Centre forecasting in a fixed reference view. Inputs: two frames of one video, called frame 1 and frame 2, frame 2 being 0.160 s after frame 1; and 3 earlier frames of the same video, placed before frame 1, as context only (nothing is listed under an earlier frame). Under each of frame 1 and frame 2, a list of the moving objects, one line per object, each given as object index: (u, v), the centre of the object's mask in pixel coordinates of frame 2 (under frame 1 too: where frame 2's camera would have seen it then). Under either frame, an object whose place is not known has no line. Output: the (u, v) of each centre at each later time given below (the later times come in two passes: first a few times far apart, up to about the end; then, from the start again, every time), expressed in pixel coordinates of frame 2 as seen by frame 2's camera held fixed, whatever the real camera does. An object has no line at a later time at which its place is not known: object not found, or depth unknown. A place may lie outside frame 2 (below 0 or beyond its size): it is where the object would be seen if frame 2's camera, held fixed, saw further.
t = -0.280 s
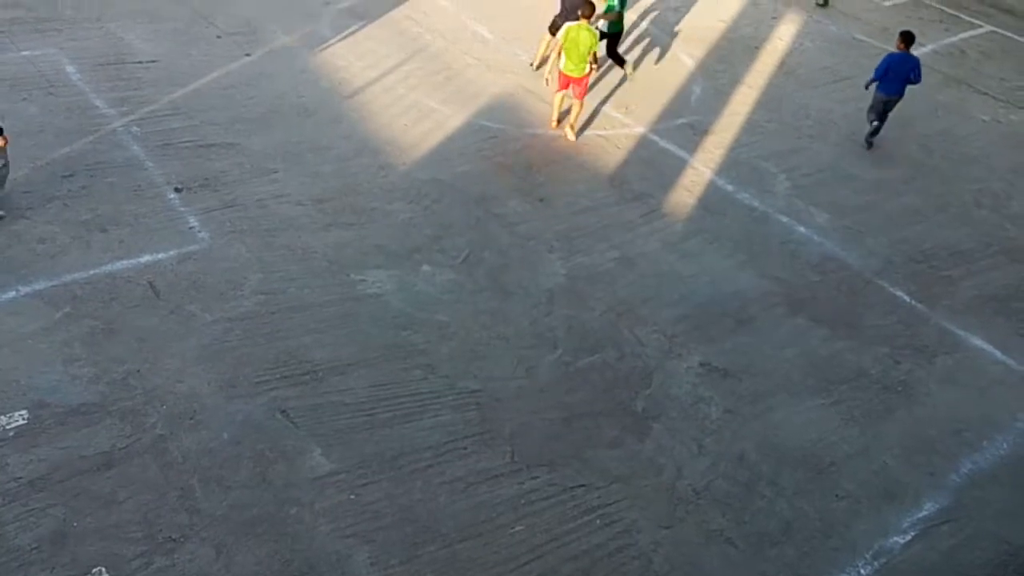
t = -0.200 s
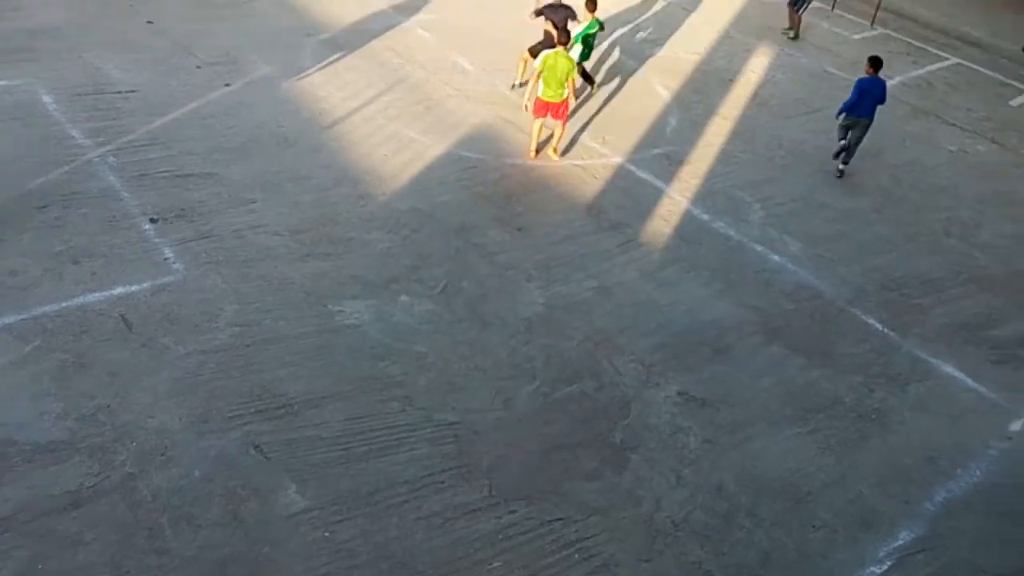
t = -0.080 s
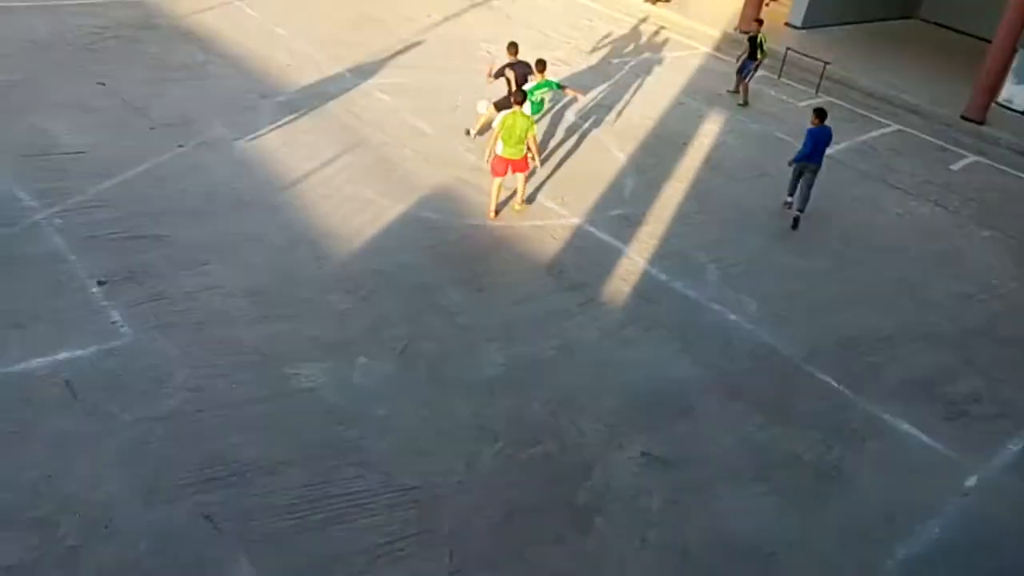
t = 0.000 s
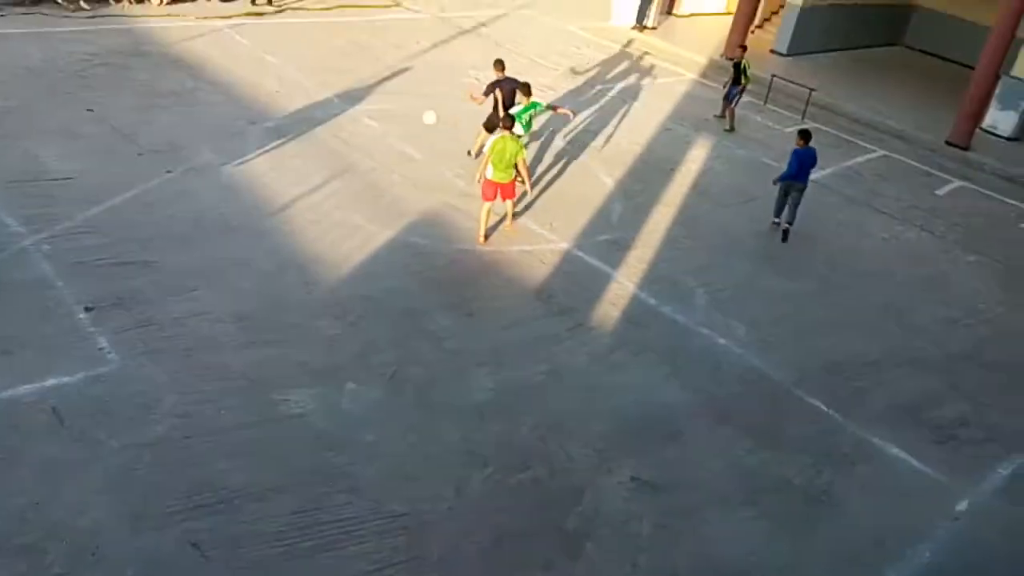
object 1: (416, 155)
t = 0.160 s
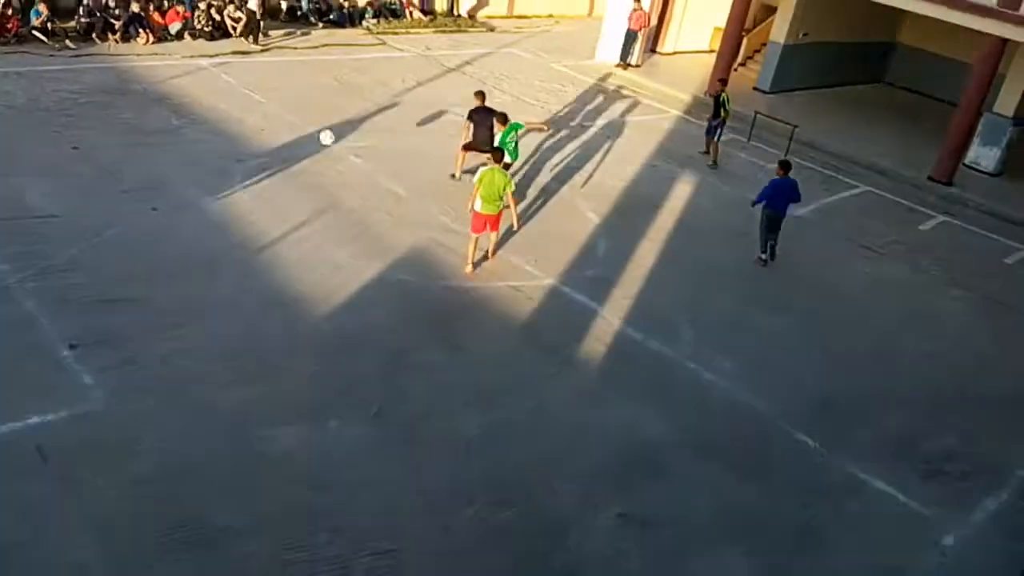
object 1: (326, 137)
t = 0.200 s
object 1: (303, 137)
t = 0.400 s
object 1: (187, 146)
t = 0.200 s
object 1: (303, 137)
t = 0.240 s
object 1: (281, 136)
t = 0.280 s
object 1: (257, 137)
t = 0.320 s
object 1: (233, 138)
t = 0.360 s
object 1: (211, 142)
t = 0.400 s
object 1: (187, 146)
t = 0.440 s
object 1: (165, 153)
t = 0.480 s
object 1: (147, 144)
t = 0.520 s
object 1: (129, 136)
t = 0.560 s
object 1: (111, 129)
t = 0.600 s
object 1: (92, 118)
